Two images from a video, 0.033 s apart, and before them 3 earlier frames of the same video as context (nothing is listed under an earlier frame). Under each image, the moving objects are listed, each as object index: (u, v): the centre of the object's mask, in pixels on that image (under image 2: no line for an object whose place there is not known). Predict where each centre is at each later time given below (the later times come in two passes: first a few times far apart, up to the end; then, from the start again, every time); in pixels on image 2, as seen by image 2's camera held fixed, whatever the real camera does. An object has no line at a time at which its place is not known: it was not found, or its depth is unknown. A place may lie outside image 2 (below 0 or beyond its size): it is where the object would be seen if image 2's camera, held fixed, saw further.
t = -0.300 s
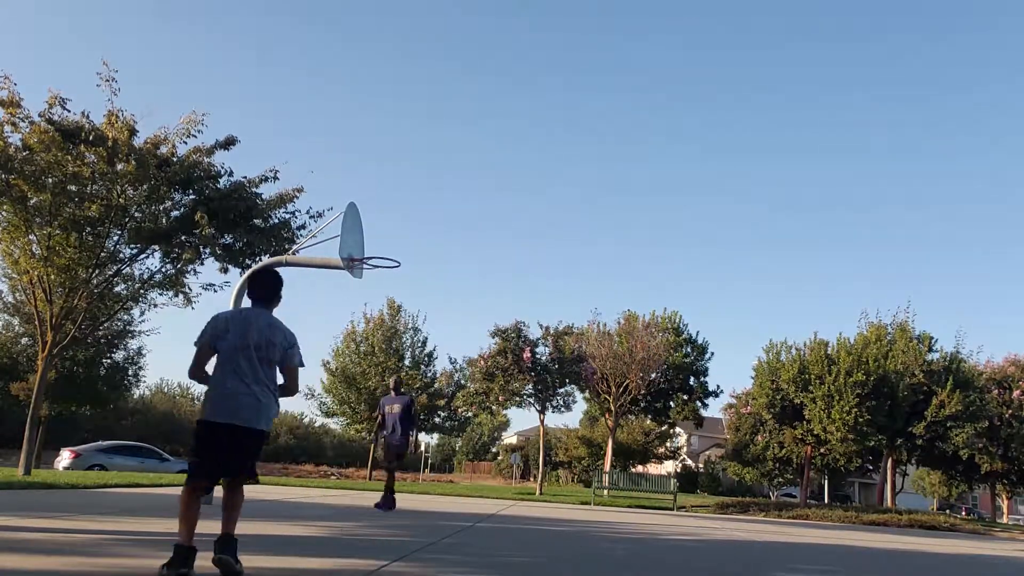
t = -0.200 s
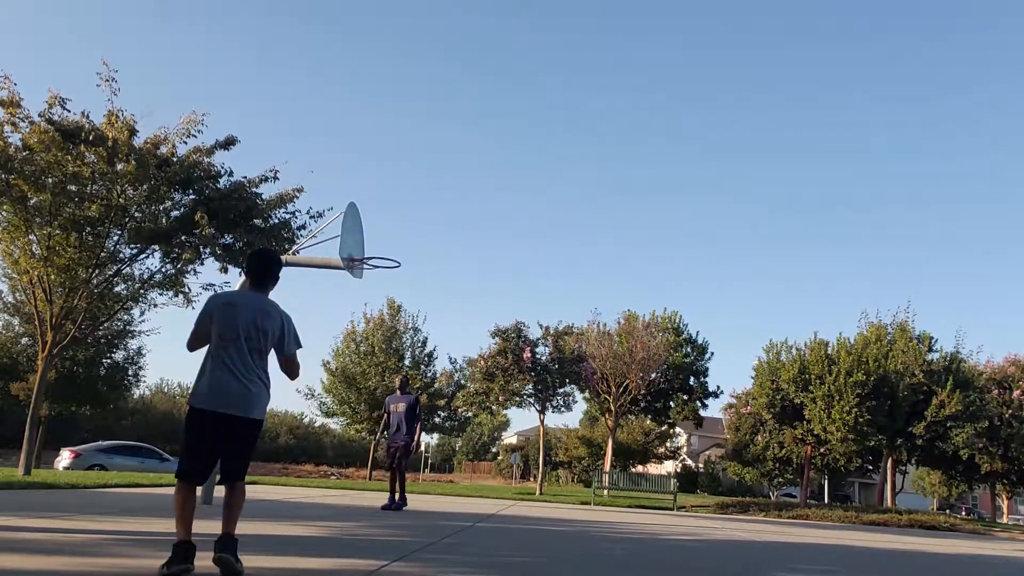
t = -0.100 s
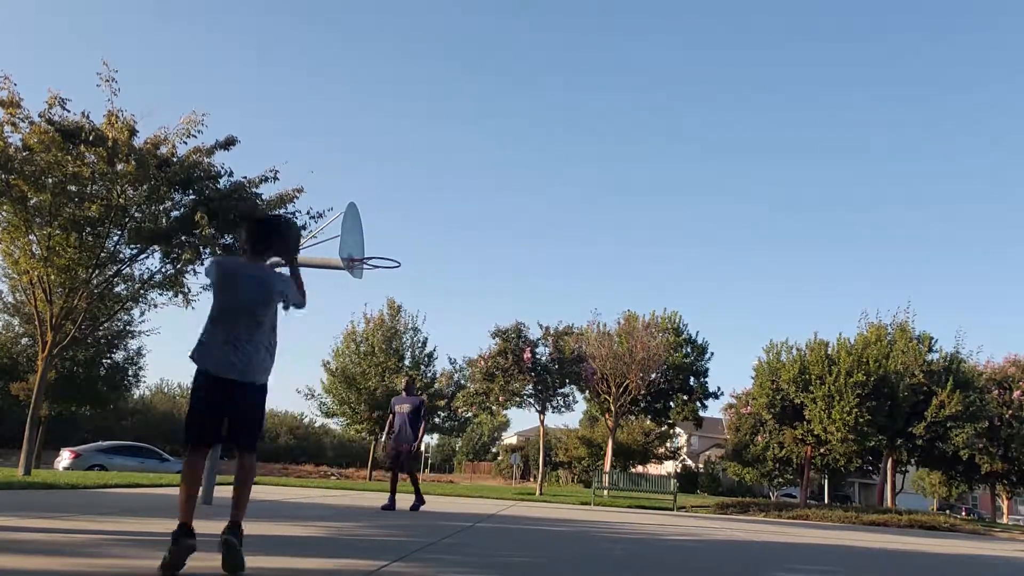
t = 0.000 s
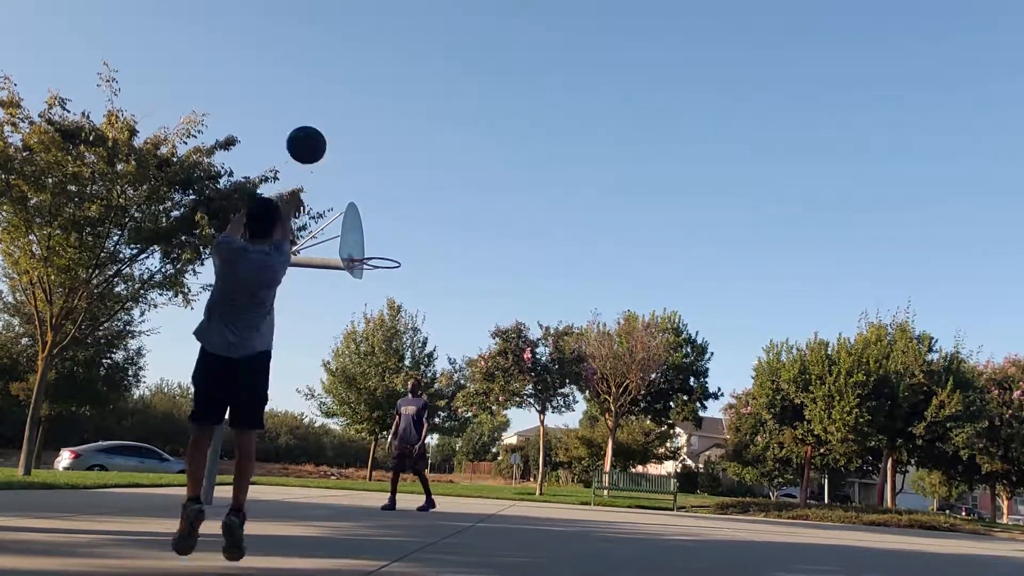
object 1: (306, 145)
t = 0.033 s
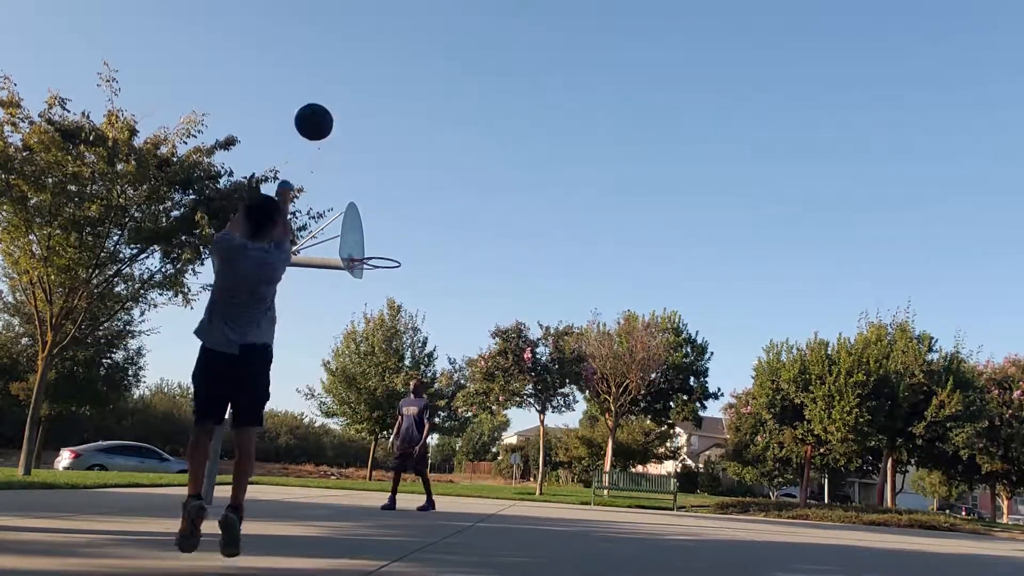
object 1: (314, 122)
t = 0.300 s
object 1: (354, 25)
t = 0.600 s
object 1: (374, 33)
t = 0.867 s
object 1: (379, 102)
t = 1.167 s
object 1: (377, 229)
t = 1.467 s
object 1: (391, 193)
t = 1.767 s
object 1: (401, 186)
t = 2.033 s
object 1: (404, 230)
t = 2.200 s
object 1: (404, 279)
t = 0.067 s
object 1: (321, 102)
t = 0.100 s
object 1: (327, 85)
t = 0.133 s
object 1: (333, 70)
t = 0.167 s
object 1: (338, 57)
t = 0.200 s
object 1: (343, 46)
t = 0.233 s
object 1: (347, 37)
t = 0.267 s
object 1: (351, 30)
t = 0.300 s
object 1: (354, 25)
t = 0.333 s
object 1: (358, 21)
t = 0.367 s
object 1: (360, 18)
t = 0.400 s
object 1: (363, 17)
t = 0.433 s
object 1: (365, 17)
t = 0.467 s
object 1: (368, 18)
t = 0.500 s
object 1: (369, 20)
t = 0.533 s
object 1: (371, 24)
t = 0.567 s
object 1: (373, 28)
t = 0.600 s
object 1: (374, 33)
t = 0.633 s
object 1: (375, 39)
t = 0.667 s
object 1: (376, 46)
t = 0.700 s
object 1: (377, 54)
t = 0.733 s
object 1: (378, 62)
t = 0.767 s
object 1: (378, 71)
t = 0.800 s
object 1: (379, 81)
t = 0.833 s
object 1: (379, 91)
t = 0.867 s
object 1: (379, 102)
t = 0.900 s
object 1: (380, 114)
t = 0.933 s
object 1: (380, 127)
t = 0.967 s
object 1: (380, 140)
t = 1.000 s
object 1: (380, 153)
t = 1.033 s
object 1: (380, 167)
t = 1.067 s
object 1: (380, 182)
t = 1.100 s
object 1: (379, 197)
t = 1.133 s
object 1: (379, 213)
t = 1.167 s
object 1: (377, 229)
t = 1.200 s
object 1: (376, 246)
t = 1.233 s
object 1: (377, 246)
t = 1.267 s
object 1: (379, 235)
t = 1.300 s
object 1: (381, 226)
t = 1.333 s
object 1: (384, 218)
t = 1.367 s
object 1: (386, 210)
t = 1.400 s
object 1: (387, 203)
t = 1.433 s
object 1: (389, 198)
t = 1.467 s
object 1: (391, 193)
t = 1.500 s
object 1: (392, 189)
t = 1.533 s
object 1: (394, 186)
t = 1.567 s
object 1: (395, 184)
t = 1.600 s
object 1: (396, 182)
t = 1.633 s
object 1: (397, 181)
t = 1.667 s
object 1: (398, 181)
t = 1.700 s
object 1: (399, 182)
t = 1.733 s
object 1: (400, 184)
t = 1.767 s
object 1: (401, 186)
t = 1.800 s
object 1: (402, 189)
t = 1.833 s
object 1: (402, 192)
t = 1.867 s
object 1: (403, 197)
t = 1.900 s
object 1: (403, 202)
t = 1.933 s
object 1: (403, 208)
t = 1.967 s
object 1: (404, 214)
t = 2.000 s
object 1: (404, 222)
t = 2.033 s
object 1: (404, 230)
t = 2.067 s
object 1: (404, 238)
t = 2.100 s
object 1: (404, 247)
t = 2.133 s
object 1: (404, 257)
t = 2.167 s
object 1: (405, 268)
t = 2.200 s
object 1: (404, 279)
